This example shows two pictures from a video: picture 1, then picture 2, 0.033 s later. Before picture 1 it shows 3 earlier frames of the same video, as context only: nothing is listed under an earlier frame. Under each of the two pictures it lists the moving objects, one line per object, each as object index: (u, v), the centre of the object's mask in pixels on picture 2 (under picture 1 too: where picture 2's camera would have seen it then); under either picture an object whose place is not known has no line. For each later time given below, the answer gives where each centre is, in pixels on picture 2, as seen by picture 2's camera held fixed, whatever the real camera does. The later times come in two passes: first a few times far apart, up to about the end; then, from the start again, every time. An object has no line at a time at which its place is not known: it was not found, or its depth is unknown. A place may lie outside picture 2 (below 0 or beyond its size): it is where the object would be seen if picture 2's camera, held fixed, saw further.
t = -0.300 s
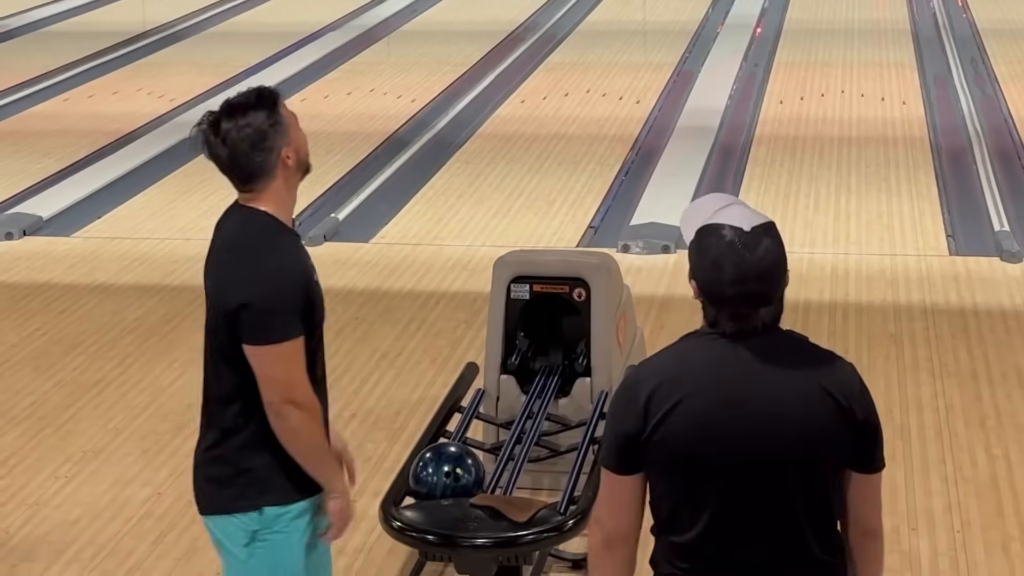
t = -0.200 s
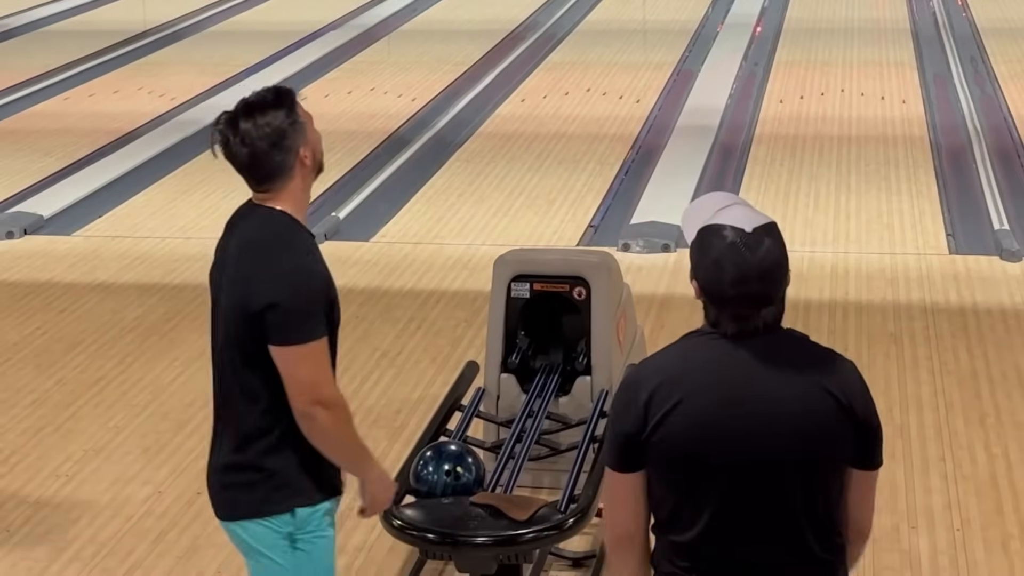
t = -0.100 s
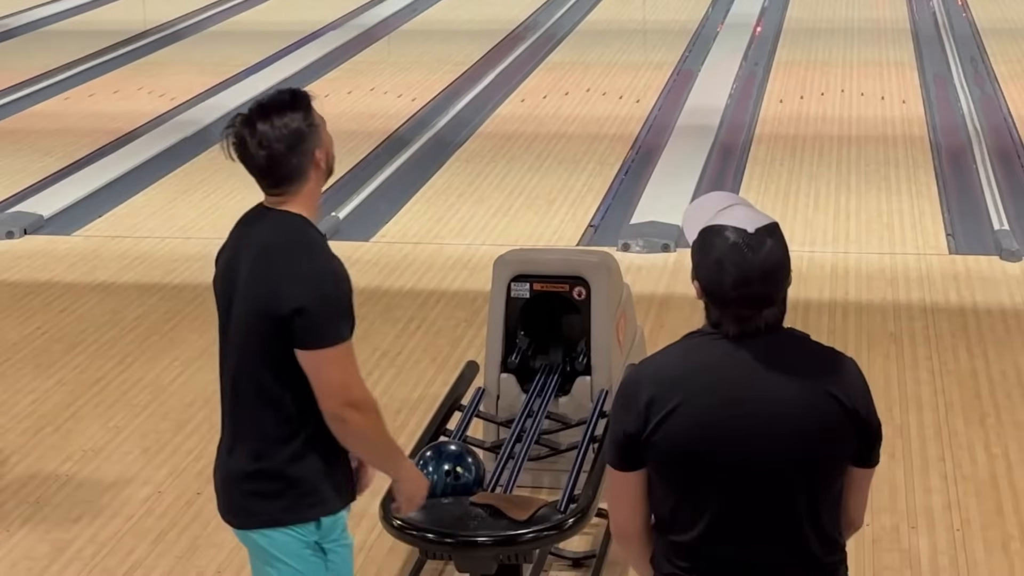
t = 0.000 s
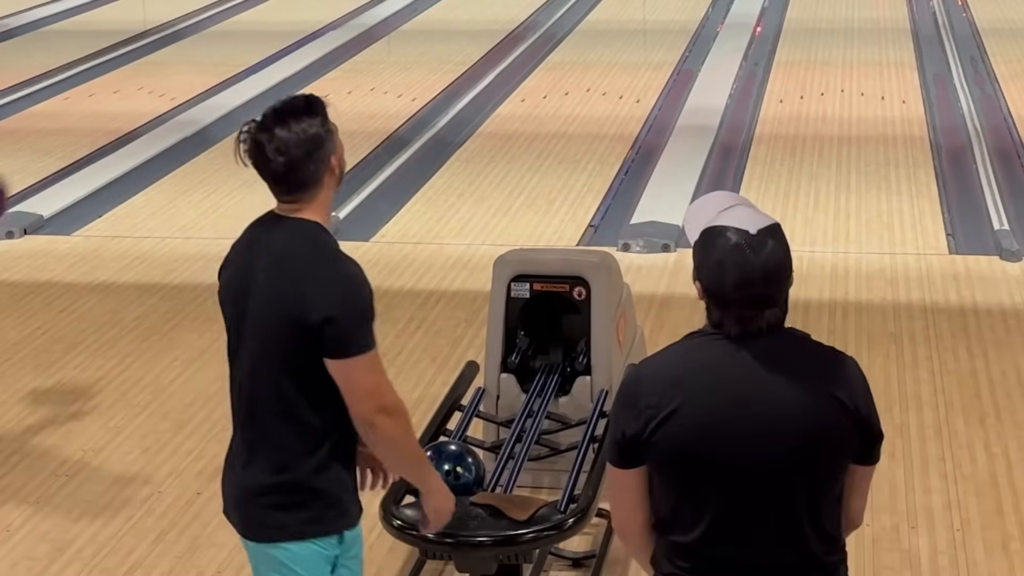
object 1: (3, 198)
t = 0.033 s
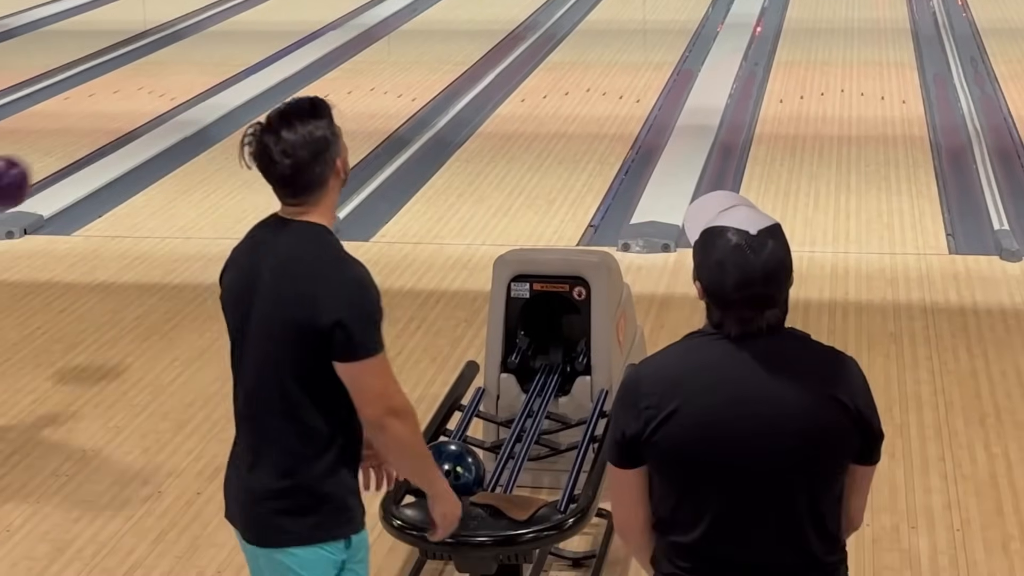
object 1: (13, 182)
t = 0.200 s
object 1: (107, 152)
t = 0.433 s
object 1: (220, 205)
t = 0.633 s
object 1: (288, 159)
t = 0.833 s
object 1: (340, 110)
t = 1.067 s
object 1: (395, 82)
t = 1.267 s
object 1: (431, 56)
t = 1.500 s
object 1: (465, 30)
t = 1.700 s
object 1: (489, 11)
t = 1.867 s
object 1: (506, 4)
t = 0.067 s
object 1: (27, 170)
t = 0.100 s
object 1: (48, 162)
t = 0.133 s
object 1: (69, 155)
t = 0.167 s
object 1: (88, 152)
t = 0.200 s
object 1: (107, 152)
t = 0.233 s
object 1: (125, 153)
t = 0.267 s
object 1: (142, 157)
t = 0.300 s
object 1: (159, 163)
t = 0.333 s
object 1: (175, 171)
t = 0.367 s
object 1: (191, 182)
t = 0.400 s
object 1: (205, 192)
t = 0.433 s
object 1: (220, 205)
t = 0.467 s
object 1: (233, 196)
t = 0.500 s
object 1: (245, 187)
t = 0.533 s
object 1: (256, 180)
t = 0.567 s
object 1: (268, 174)
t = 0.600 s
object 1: (279, 166)
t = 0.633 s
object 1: (288, 159)
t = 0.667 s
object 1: (295, 152)
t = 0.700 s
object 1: (303, 143)
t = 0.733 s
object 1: (310, 135)
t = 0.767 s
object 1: (320, 122)
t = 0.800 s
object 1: (329, 116)
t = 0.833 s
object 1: (340, 110)
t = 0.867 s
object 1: (351, 105)
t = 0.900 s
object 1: (360, 103)
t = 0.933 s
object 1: (368, 100)
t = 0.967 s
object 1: (375, 97)
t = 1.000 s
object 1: (382, 92)
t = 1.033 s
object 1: (389, 87)
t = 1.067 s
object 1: (395, 82)
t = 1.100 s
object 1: (402, 77)
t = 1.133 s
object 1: (408, 73)
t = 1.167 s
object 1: (414, 69)
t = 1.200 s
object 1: (420, 64)
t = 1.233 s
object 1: (425, 60)
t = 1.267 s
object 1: (431, 56)
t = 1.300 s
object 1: (436, 52)
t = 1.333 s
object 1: (441, 48)
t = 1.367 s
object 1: (446, 44)
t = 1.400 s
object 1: (451, 41)
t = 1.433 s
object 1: (456, 37)
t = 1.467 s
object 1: (460, 33)
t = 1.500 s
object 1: (465, 30)
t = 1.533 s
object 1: (469, 27)
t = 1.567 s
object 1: (473, 23)
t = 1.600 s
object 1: (477, 20)
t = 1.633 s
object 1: (481, 17)
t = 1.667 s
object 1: (485, 14)
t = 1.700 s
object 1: (489, 11)
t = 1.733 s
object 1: (492, 9)
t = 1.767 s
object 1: (496, 8)
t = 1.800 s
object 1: (499, 6)
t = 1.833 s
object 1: (503, 5)
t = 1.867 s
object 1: (506, 4)
